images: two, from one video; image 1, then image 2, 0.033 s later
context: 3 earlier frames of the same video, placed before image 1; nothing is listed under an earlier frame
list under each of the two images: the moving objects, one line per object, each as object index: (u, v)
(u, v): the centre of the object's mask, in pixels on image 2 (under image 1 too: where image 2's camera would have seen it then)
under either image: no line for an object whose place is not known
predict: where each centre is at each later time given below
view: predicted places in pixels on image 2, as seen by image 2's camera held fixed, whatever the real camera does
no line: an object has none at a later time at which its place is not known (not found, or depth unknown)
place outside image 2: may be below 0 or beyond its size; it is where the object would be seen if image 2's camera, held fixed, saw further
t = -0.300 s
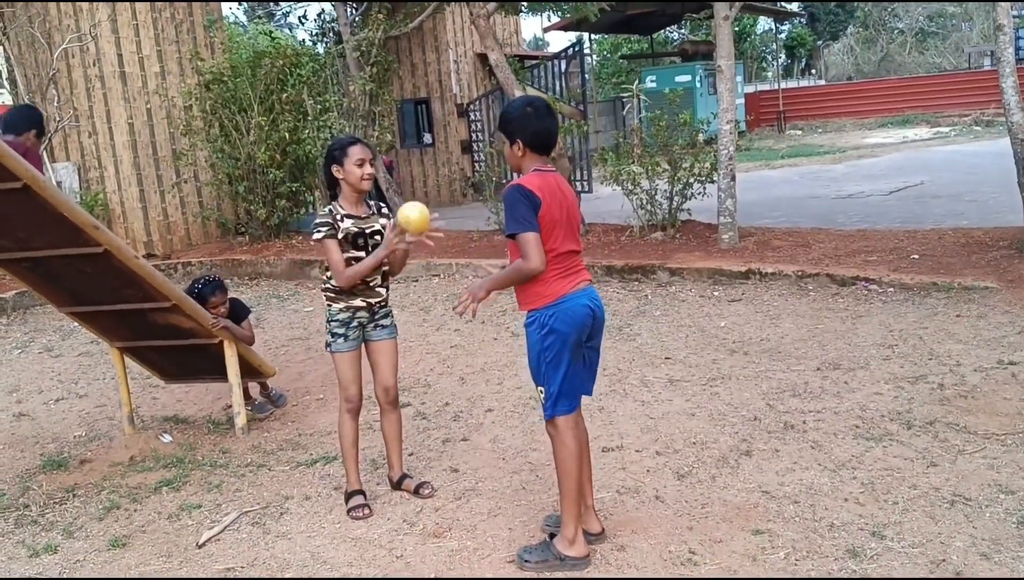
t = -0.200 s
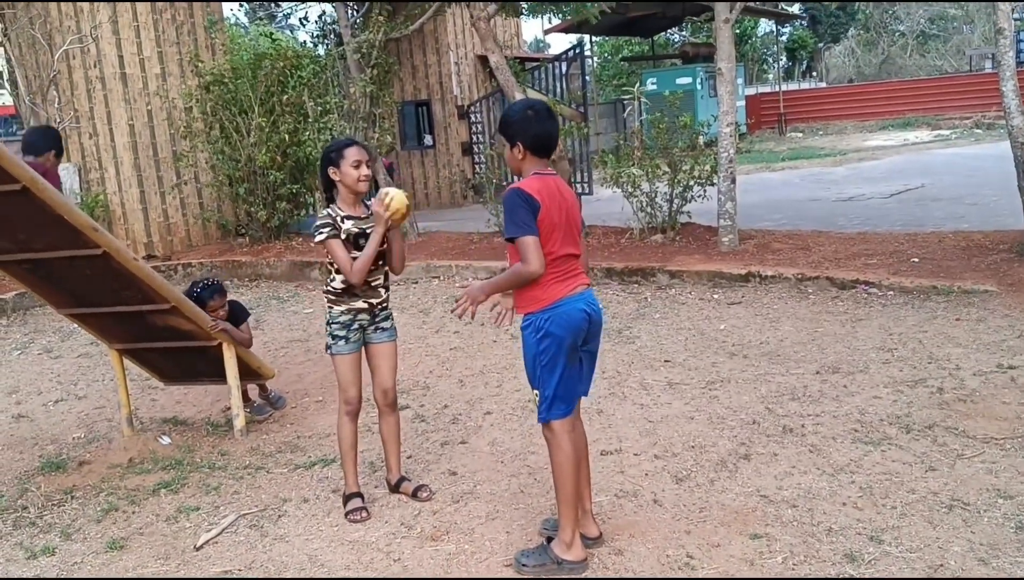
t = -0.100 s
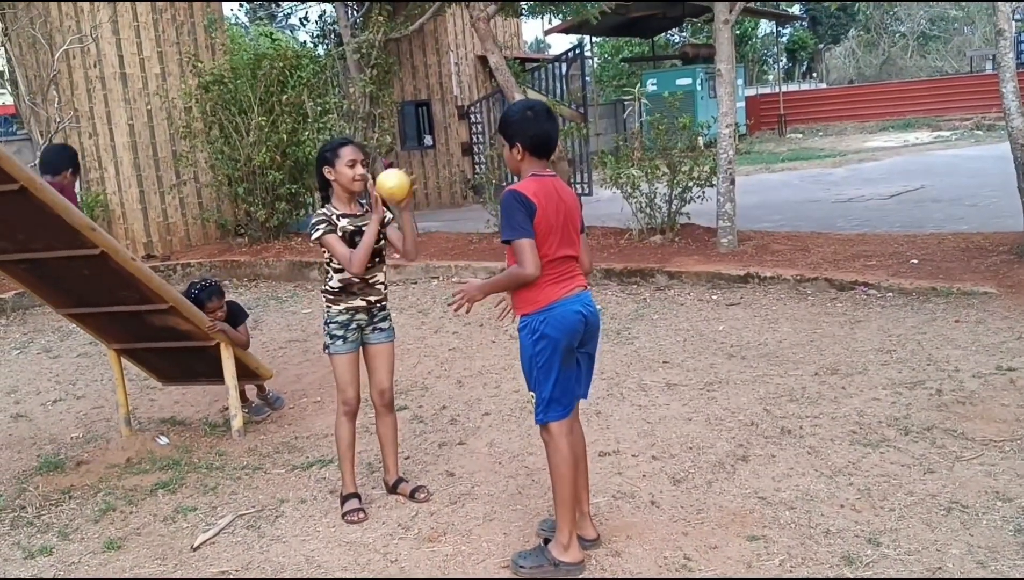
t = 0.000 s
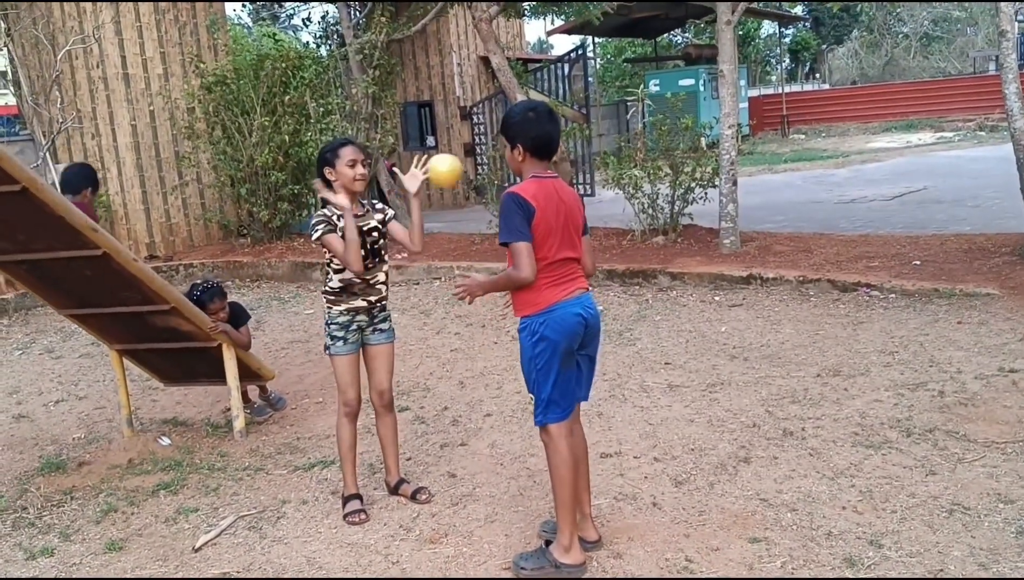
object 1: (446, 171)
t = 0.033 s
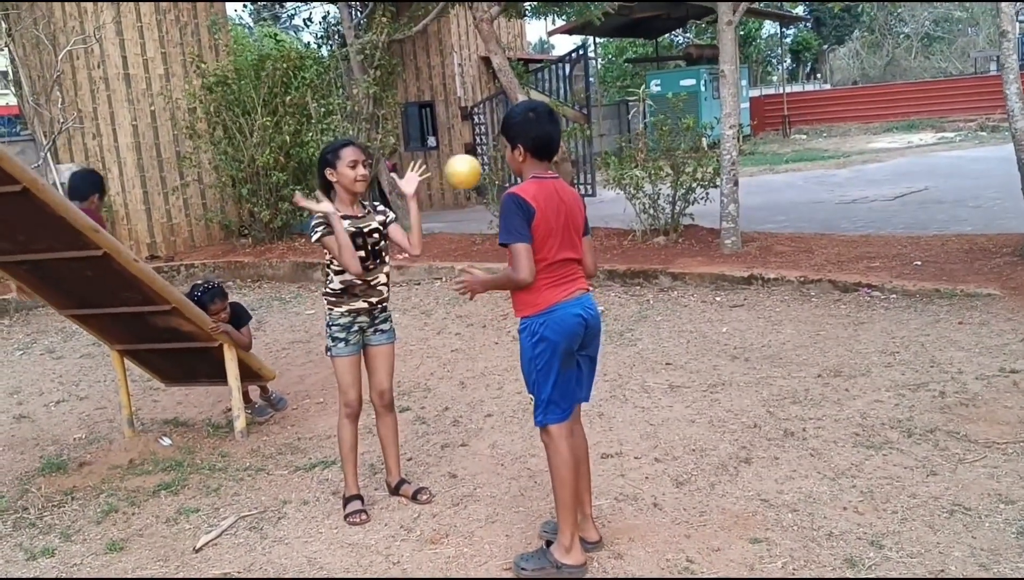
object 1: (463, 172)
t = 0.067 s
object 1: (482, 175)
